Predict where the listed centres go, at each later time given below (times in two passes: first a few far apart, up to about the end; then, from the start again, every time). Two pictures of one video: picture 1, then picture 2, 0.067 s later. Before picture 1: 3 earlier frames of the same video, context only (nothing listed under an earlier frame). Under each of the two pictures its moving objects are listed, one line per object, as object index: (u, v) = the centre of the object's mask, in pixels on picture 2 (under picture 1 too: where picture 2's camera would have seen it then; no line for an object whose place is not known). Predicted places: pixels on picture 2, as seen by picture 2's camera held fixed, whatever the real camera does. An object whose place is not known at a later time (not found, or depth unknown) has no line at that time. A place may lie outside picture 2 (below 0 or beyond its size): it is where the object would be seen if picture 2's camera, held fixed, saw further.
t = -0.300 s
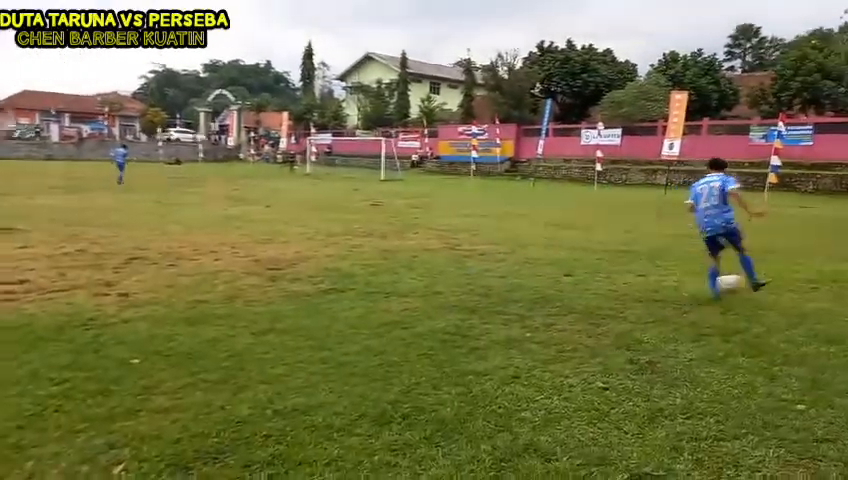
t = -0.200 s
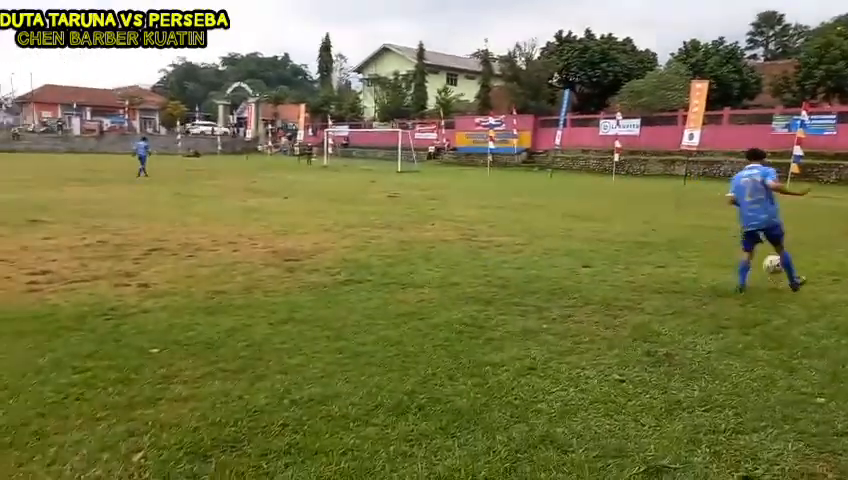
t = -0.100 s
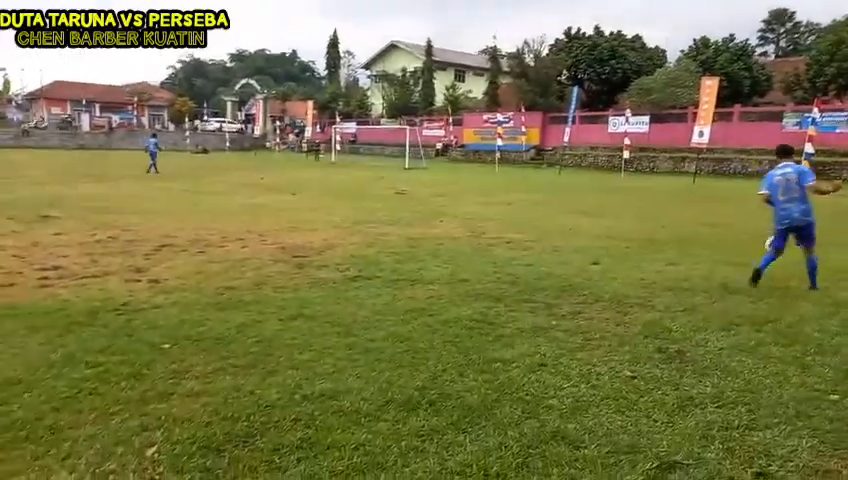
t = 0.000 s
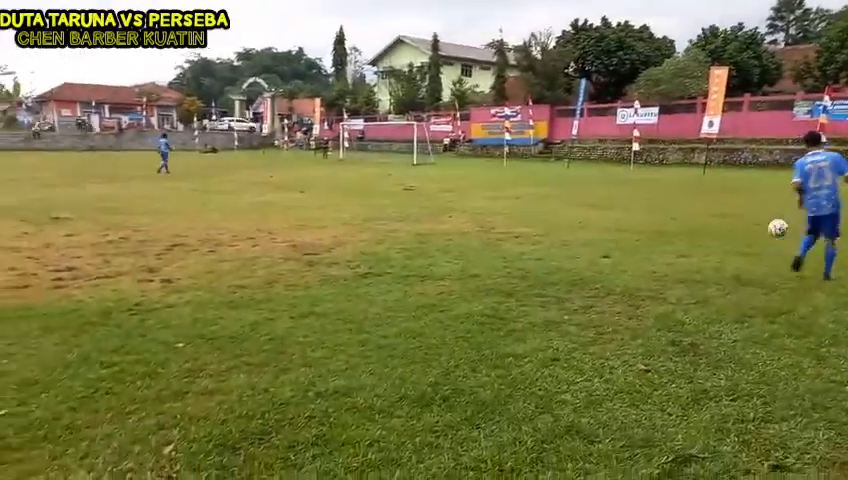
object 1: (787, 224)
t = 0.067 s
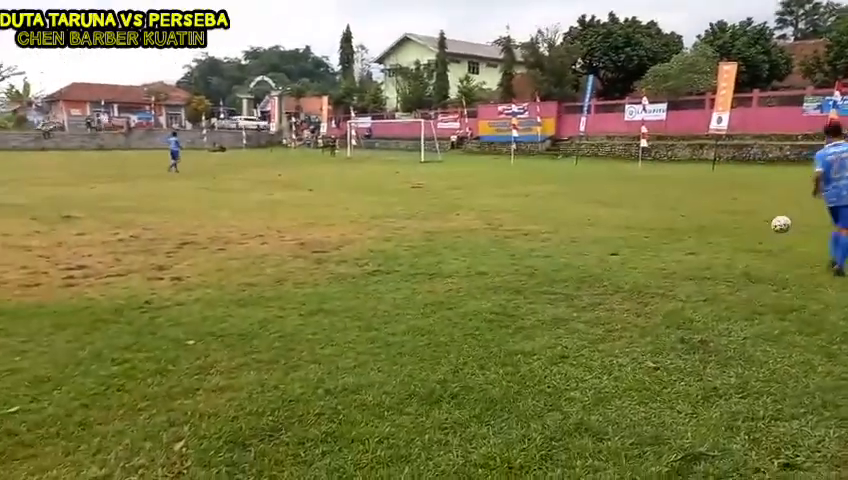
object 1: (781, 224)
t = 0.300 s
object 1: (761, 237)
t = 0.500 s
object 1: (755, 231)
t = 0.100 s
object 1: (777, 225)
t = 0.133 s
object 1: (774, 227)
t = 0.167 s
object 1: (771, 230)
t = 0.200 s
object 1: (767, 233)
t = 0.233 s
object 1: (764, 238)
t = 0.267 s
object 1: (761, 239)
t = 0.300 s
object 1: (761, 237)
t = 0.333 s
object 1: (760, 234)
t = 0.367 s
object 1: (760, 232)
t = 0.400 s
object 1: (759, 230)
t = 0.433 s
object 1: (758, 229)
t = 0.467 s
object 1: (757, 230)
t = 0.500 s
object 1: (755, 231)
